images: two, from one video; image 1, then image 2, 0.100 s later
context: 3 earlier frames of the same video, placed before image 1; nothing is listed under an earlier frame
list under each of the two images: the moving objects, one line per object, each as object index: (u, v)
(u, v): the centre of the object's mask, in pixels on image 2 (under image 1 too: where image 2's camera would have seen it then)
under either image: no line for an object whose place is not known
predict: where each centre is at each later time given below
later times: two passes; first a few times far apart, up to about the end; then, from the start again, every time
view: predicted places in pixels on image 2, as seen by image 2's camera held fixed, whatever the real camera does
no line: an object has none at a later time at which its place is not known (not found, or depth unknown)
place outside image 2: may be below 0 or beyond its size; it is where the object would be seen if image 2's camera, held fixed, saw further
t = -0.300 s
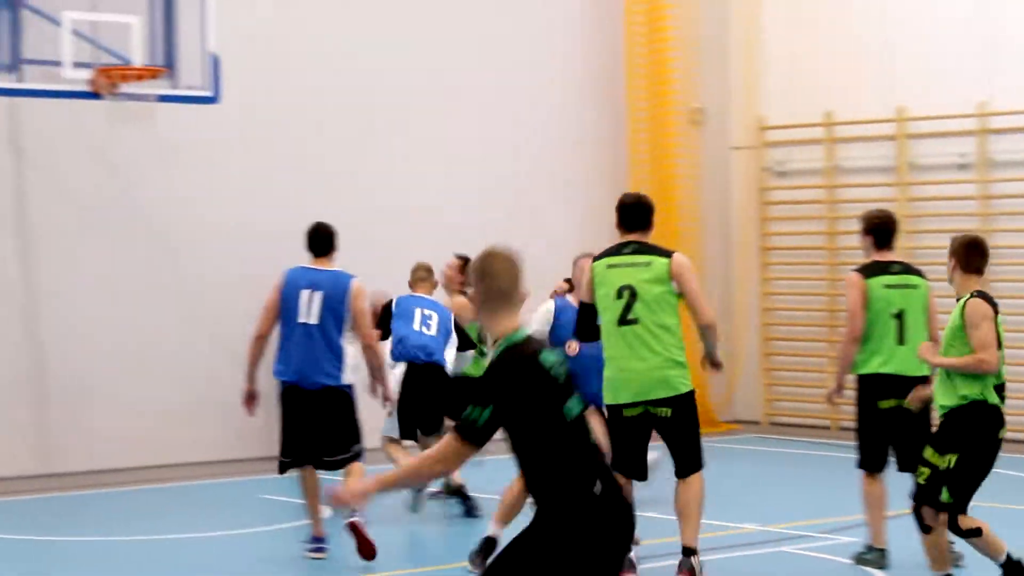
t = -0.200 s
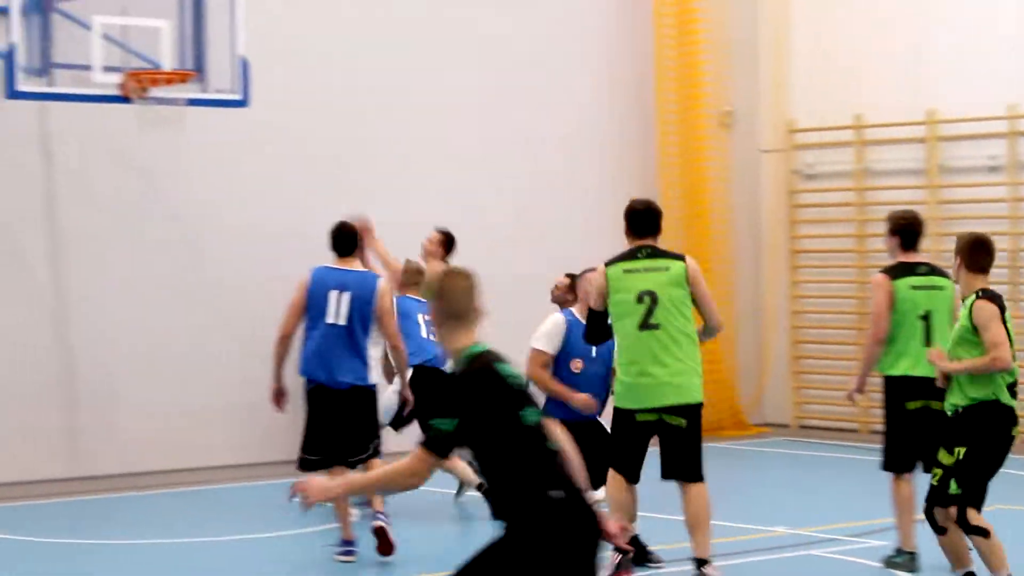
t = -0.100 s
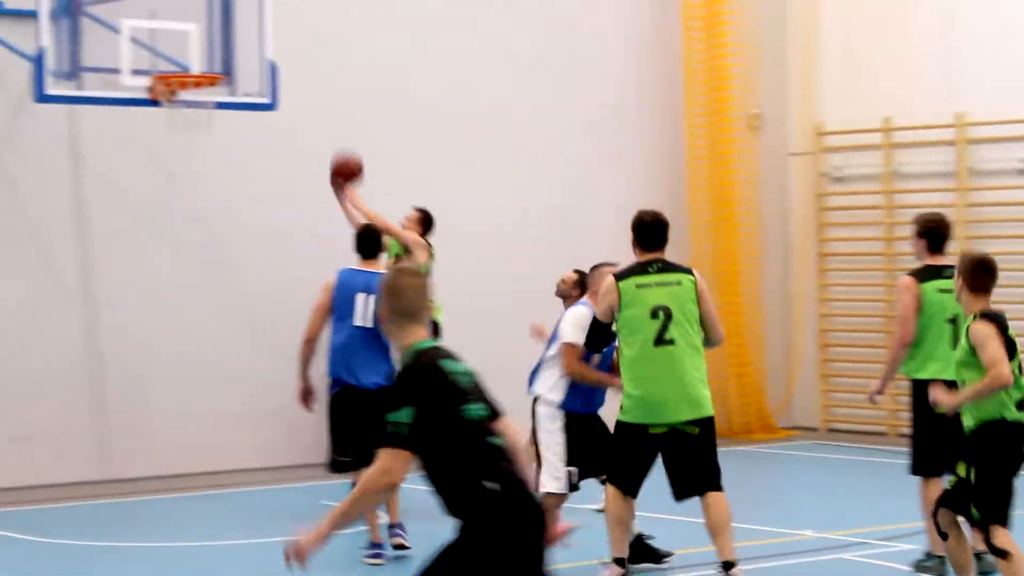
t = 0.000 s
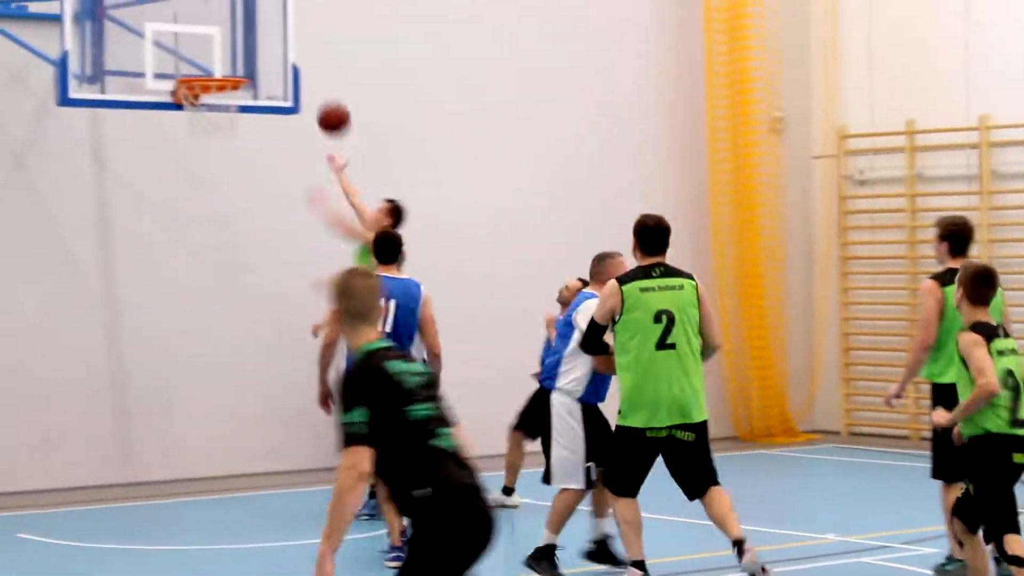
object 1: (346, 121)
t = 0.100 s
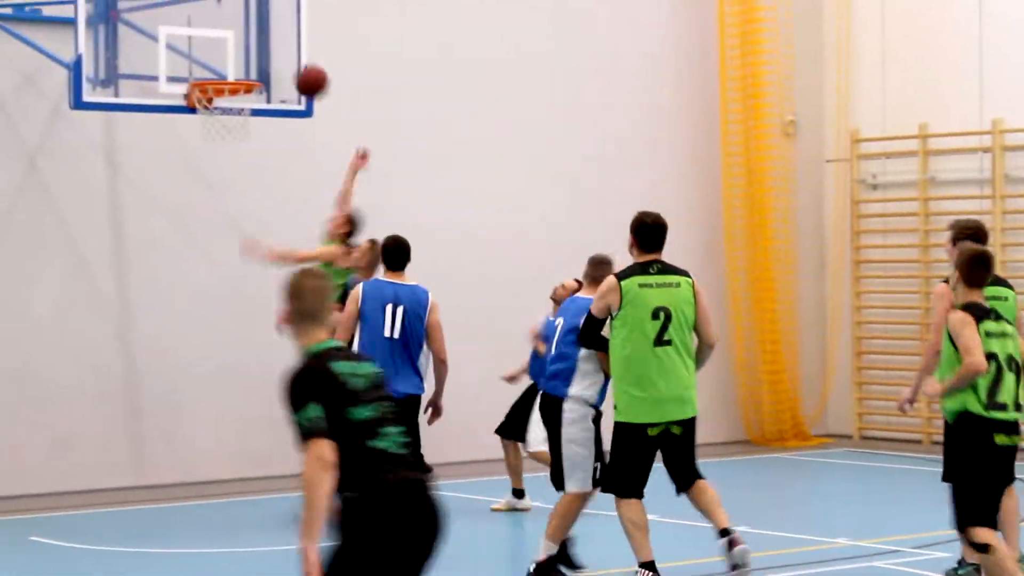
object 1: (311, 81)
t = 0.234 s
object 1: (265, 47)
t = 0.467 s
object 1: (232, 53)
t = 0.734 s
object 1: (206, 149)
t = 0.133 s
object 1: (300, 70)
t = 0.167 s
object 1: (288, 61)
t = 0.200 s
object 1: (275, 53)
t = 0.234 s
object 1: (265, 47)
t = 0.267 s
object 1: (255, 44)
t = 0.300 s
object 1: (251, 41)
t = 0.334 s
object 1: (247, 40)
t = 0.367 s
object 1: (243, 41)
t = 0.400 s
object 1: (240, 43)
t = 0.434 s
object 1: (236, 47)
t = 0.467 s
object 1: (232, 53)
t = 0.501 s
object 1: (228, 60)
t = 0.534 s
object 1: (224, 67)
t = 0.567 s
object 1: (220, 72)
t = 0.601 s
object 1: (221, 95)
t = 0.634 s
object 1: (216, 105)
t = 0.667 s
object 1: (211, 122)
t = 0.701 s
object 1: (208, 135)
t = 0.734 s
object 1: (206, 149)
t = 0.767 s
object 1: (204, 167)
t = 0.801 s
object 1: (203, 185)
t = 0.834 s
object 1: (201, 207)
